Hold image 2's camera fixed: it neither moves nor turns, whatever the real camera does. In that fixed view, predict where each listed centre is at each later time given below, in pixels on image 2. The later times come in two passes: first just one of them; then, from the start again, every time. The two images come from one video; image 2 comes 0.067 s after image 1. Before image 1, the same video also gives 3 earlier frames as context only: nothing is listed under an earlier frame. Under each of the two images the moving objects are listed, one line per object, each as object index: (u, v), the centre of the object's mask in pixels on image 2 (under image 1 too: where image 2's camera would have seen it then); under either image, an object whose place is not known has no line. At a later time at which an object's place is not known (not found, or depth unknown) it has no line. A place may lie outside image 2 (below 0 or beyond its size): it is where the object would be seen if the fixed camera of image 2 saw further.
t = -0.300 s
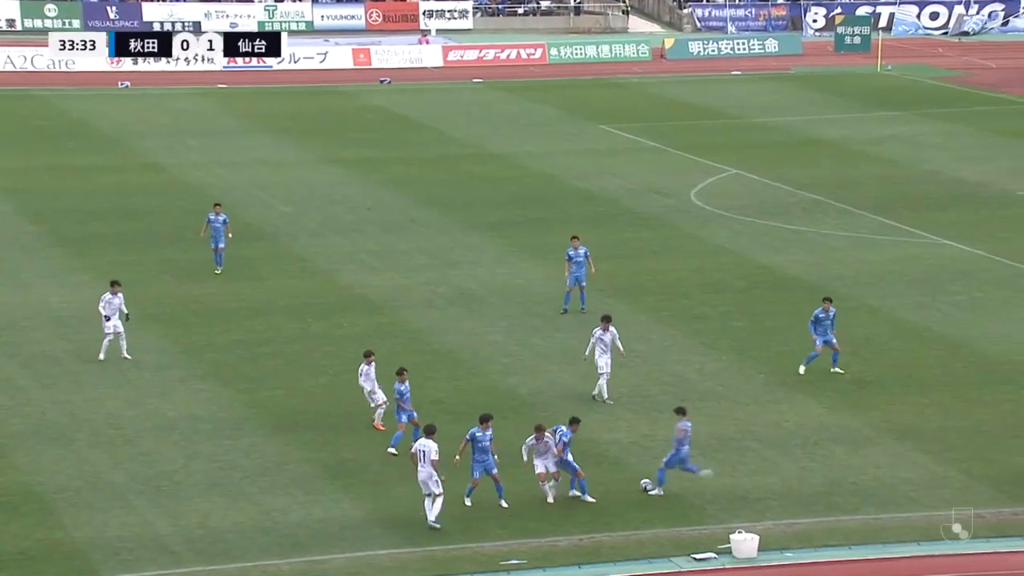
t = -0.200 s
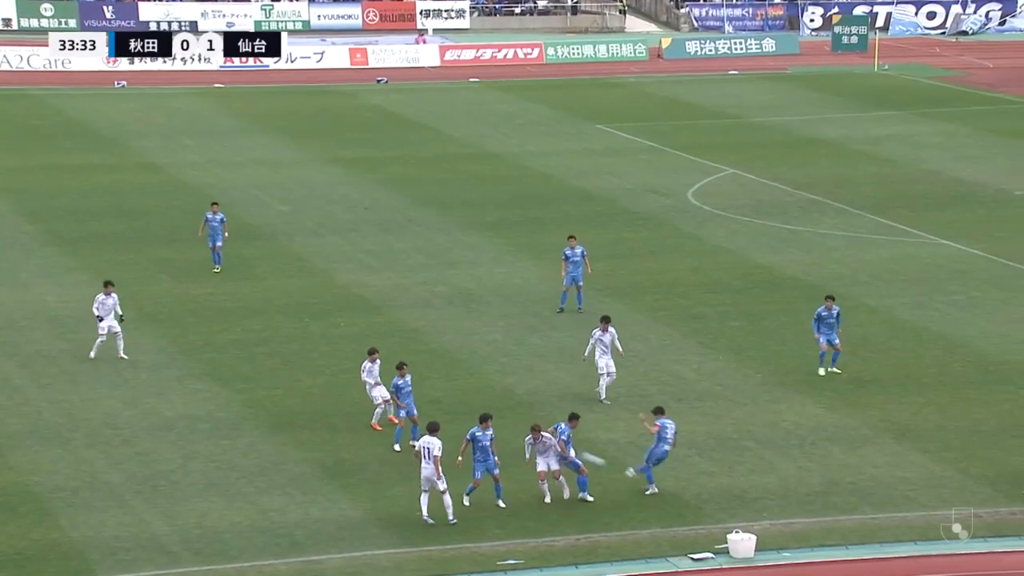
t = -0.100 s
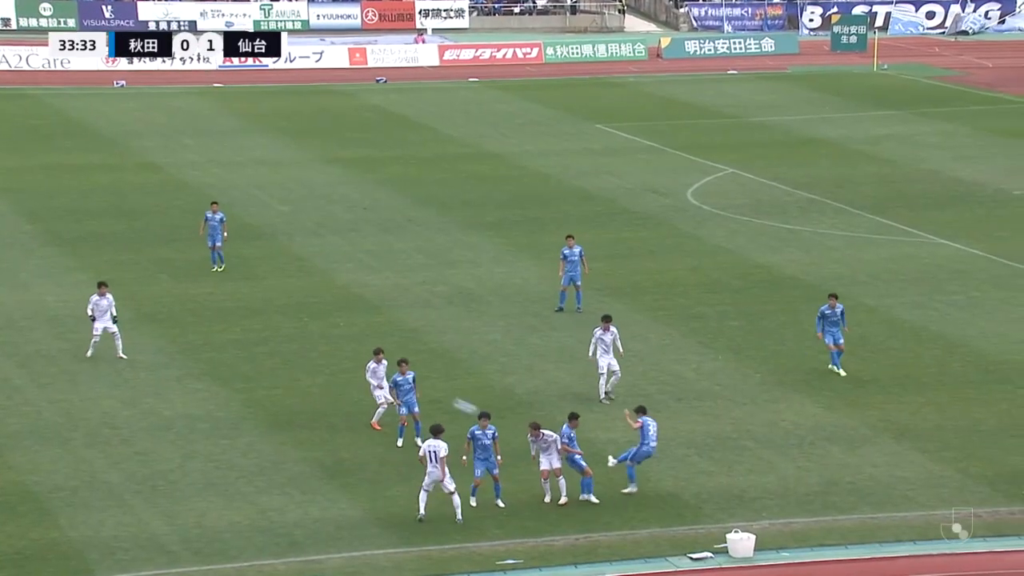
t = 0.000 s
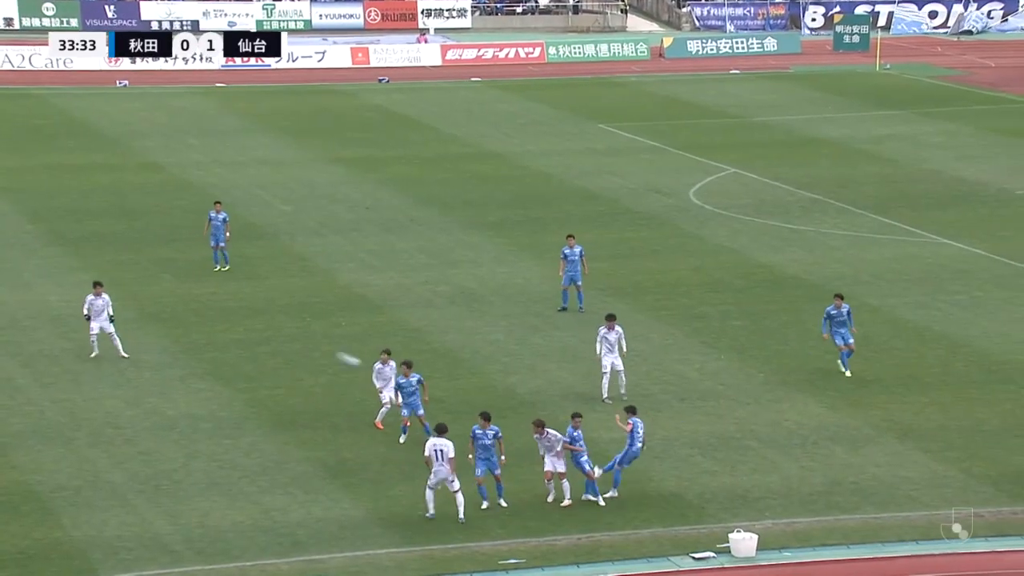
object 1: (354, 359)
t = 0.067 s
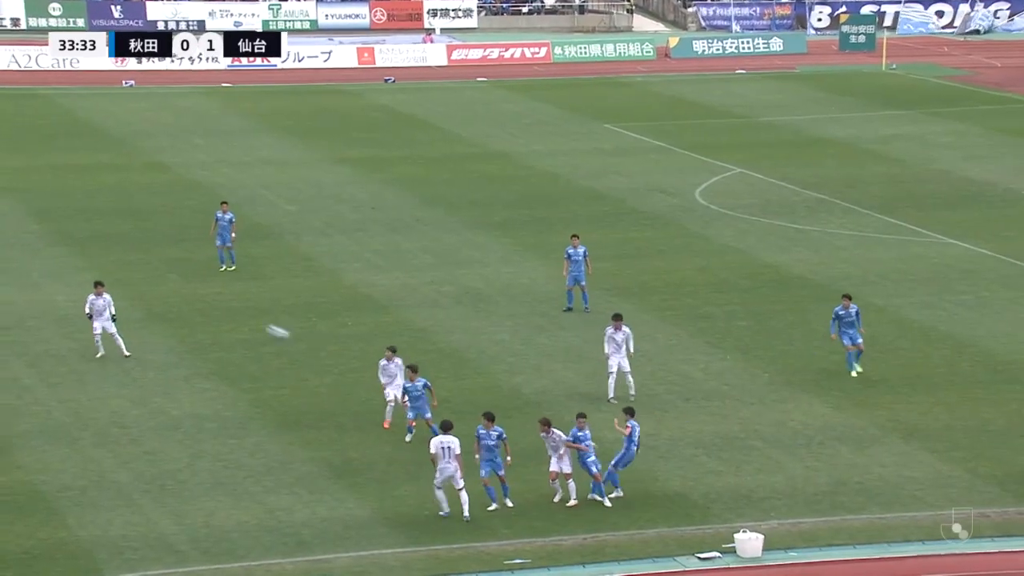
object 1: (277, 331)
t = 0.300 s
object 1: (14, 248)
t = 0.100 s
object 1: (239, 318)
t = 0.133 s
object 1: (202, 304)
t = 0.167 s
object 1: (165, 293)
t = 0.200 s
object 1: (127, 282)
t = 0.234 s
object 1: (88, 270)
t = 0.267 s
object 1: (51, 259)
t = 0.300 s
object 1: (14, 248)
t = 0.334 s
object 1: (-23, 238)
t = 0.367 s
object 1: (-62, 228)
